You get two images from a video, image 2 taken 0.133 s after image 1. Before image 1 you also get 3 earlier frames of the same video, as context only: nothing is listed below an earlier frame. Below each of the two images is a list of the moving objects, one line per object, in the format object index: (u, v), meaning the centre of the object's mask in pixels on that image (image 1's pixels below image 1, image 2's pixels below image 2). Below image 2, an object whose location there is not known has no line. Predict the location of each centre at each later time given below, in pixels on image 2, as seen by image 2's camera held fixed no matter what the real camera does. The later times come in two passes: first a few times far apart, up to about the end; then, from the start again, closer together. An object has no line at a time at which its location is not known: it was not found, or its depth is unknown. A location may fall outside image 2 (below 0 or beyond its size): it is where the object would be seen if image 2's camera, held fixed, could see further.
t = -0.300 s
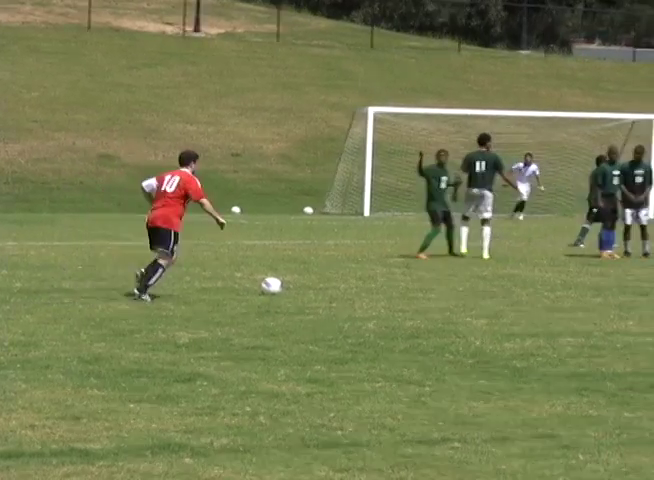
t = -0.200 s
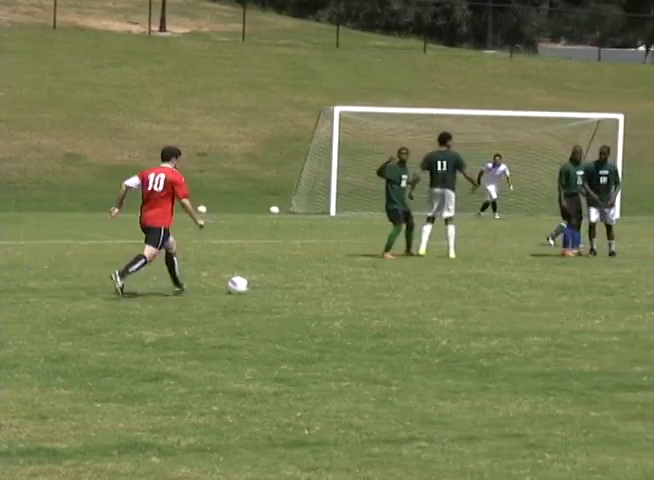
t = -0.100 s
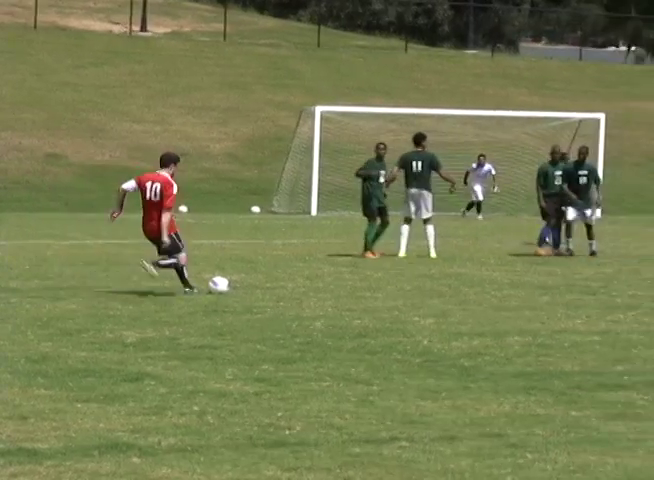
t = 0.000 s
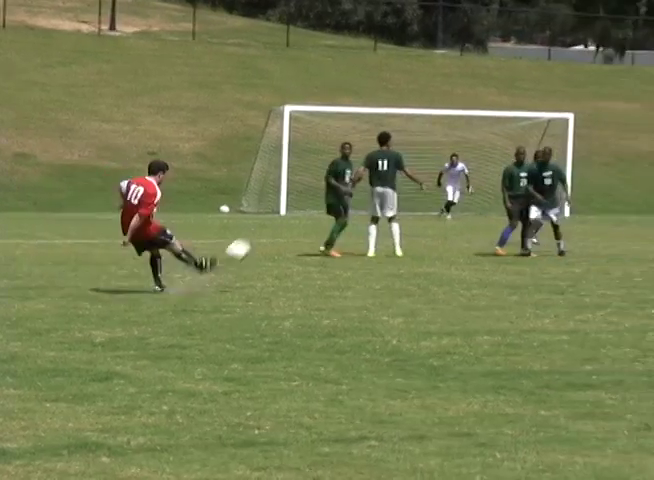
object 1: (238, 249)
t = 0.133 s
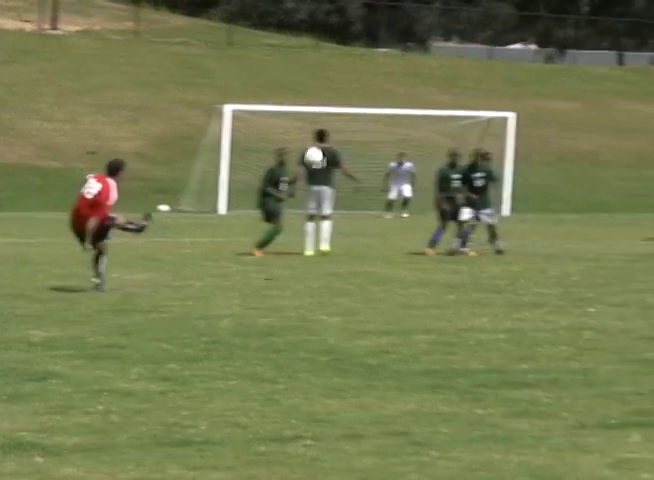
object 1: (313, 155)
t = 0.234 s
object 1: (392, 109)
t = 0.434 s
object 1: (513, 51)
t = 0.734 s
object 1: (626, 43)
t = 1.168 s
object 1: (702, 132)
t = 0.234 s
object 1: (392, 109)
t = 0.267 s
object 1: (416, 95)
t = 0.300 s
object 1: (438, 84)
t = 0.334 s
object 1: (459, 74)
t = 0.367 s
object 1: (478, 66)
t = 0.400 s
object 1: (496, 59)
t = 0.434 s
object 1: (513, 51)
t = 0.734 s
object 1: (626, 43)
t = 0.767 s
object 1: (635, 46)
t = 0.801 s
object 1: (643, 50)
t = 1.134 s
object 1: (699, 121)
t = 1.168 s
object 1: (702, 132)
